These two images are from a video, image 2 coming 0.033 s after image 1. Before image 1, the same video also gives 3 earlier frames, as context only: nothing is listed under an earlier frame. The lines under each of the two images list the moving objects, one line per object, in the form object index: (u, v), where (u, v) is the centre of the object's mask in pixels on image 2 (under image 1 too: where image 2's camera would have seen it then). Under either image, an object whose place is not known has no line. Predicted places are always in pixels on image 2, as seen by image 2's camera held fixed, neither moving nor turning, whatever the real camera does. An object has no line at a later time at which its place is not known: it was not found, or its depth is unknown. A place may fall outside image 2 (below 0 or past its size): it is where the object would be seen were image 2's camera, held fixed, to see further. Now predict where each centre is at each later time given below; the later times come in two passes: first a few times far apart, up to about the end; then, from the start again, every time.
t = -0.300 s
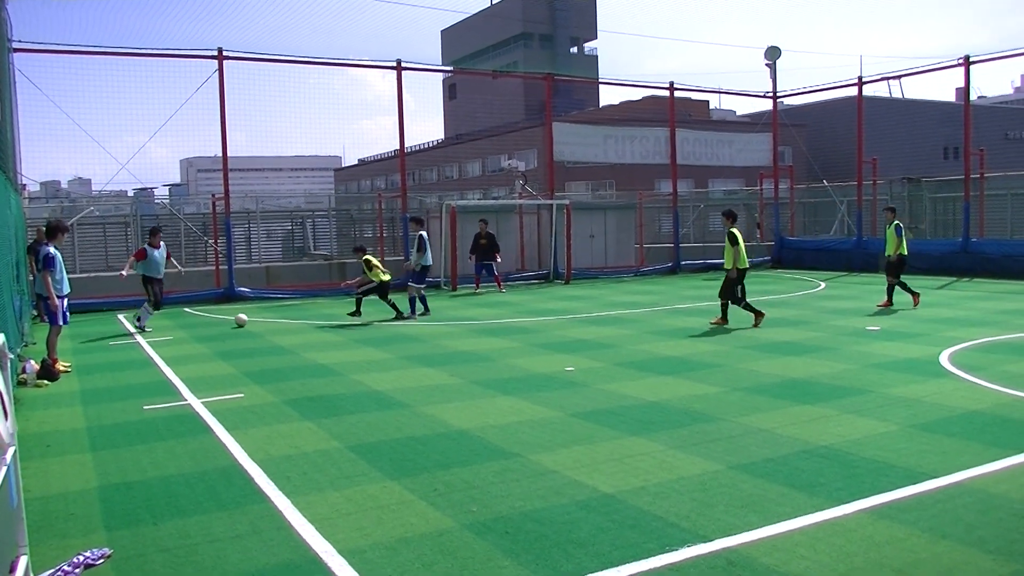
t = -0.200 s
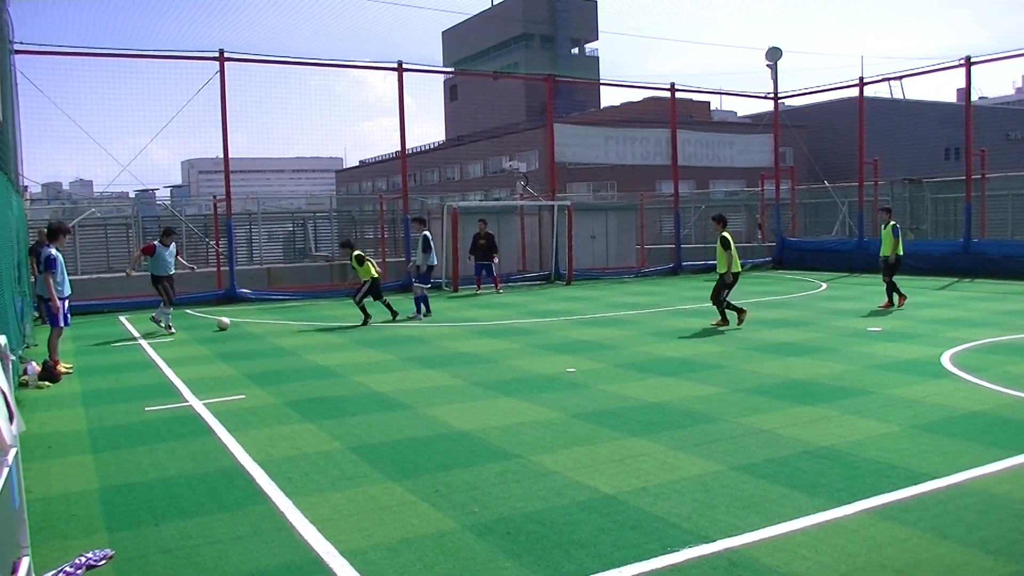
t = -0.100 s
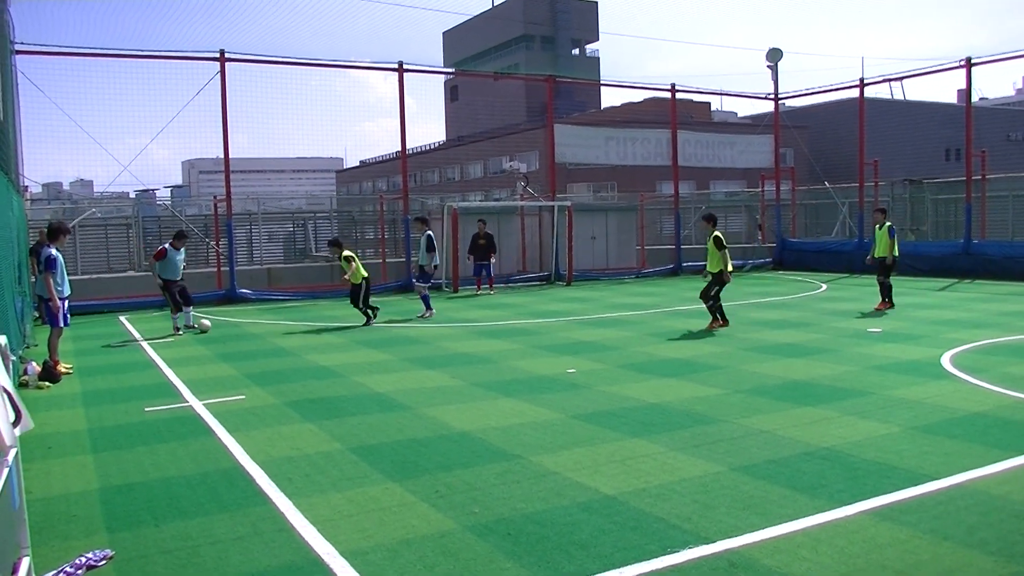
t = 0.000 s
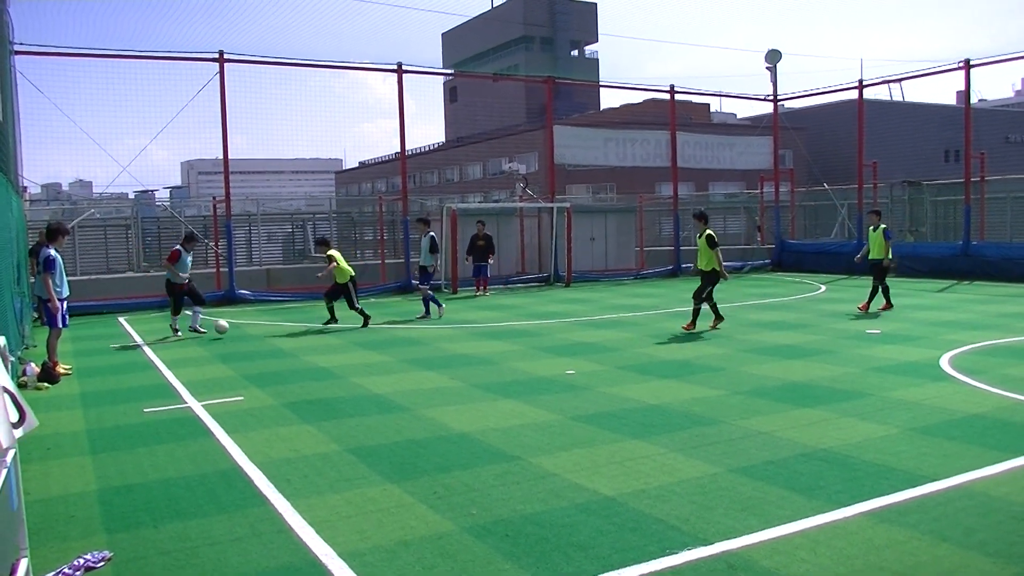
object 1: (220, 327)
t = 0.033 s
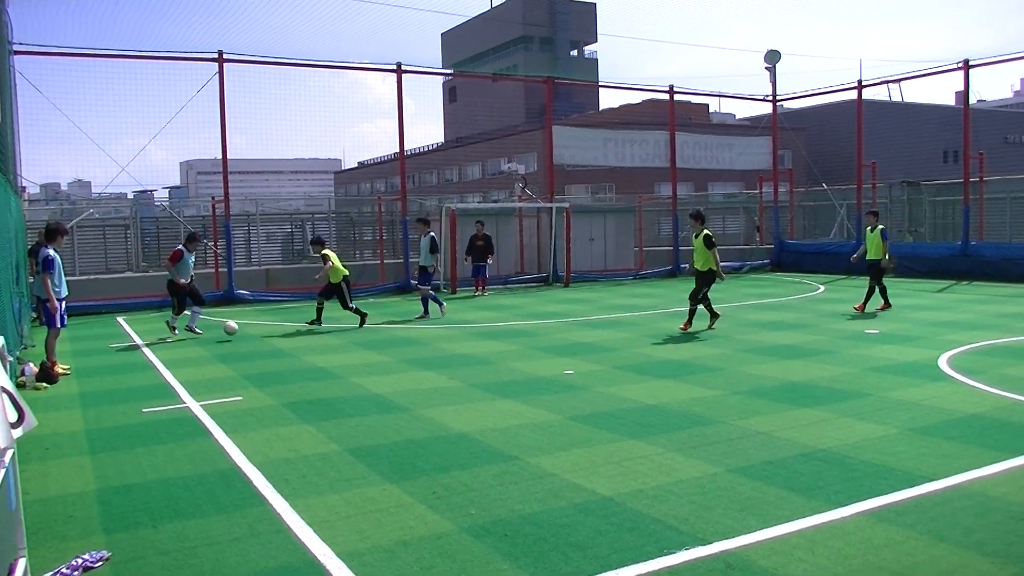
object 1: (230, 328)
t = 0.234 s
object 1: (301, 346)
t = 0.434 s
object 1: (375, 362)
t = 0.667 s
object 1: (466, 386)
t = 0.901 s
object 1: (569, 410)
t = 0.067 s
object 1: (241, 331)
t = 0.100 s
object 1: (253, 333)
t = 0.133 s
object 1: (265, 337)
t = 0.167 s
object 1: (278, 342)
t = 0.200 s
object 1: (290, 345)
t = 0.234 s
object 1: (301, 346)
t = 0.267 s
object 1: (312, 348)
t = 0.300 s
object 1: (324, 350)
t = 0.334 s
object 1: (337, 354)
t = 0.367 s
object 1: (350, 358)
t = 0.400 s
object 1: (362, 359)
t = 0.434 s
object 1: (375, 362)
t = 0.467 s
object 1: (388, 365)
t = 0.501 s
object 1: (401, 369)
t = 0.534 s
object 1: (414, 371)
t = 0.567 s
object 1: (426, 373)
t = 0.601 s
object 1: (439, 377)
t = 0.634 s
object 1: (453, 381)
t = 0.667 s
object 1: (466, 386)
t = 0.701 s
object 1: (479, 387)
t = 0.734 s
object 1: (493, 389)
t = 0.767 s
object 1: (507, 394)
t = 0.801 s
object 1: (522, 399)
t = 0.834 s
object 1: (537, 403)
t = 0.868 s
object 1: (552, 406)
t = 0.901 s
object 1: (569, 410)
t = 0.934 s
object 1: (586, 415)
